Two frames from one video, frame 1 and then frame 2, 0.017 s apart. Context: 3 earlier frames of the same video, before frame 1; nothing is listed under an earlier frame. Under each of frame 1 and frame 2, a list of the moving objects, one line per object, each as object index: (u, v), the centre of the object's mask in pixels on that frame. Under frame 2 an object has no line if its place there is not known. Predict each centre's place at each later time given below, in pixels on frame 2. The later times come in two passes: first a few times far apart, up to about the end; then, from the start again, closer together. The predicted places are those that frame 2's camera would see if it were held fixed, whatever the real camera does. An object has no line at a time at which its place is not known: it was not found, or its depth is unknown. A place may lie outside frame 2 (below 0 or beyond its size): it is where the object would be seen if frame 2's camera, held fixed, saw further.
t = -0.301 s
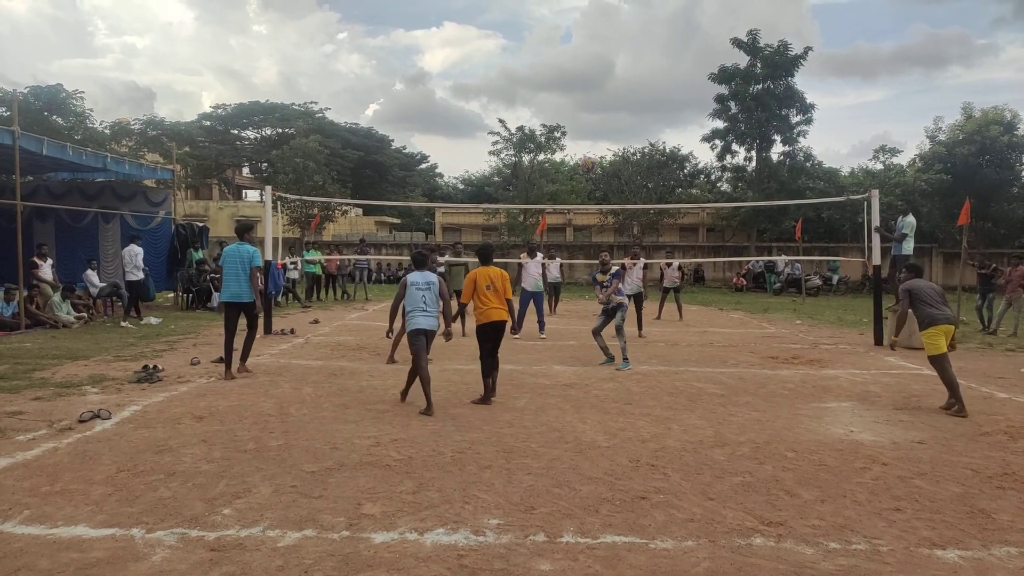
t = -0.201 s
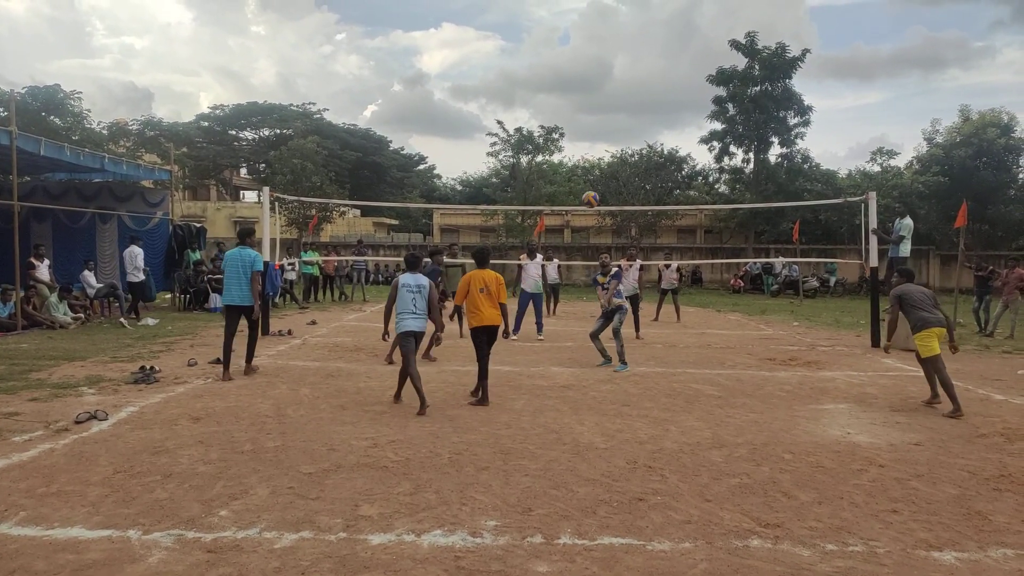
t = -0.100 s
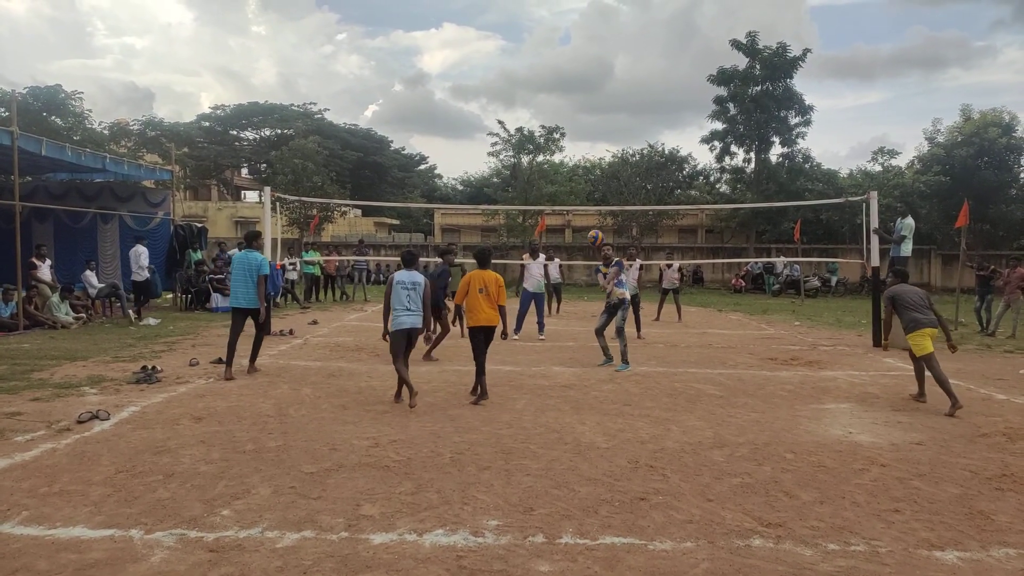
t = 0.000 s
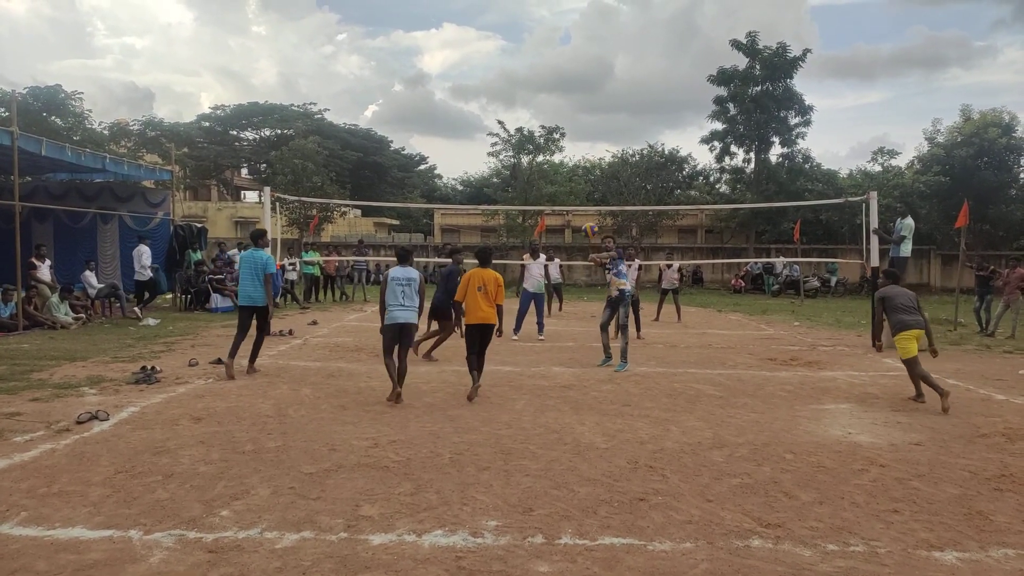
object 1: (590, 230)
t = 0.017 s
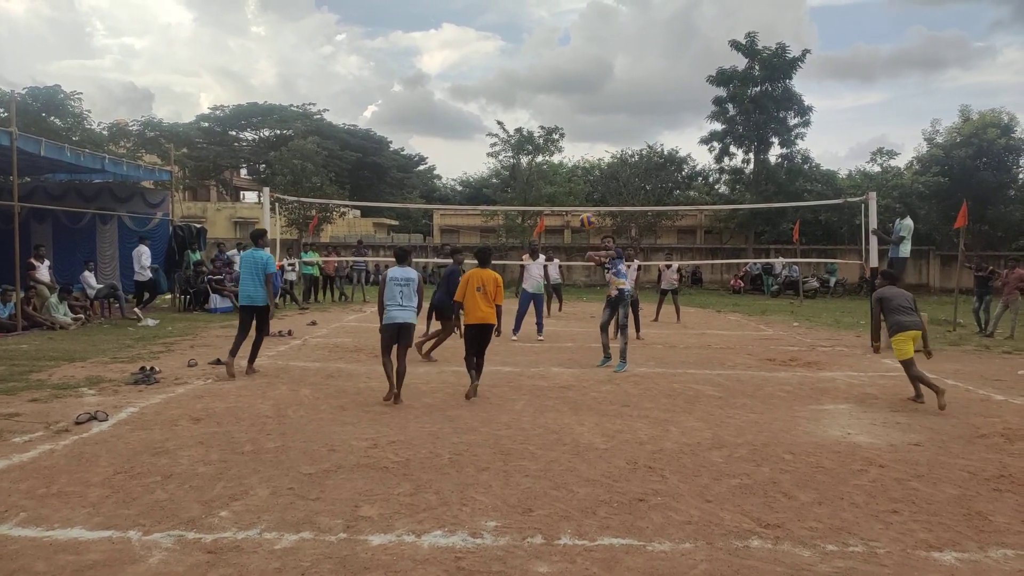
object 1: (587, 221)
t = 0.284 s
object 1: (548, 95)
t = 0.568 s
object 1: (511, 33)
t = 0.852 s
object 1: (477, 31)
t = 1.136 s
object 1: (444, 82)
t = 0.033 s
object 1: (584, 212)
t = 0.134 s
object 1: (571, 161)
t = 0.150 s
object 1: (568, 154)
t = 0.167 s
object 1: (566, 146)
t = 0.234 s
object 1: (557, 119)
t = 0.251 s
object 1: (555, 112)
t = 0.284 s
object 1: (548, 95)
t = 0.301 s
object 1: (546, 89)
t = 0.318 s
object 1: (544, 84)
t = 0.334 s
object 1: (541, 79)
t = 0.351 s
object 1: (539, 74)
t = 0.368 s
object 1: (537, 70)
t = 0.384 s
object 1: (535, 66)
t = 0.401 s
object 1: (533, 62)
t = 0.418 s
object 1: (531, 58)
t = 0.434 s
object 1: (529, 54)
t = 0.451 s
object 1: (526, 51)
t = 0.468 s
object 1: (524, 47)
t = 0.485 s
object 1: (522, 44)
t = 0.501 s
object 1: (520, 42)
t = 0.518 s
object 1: (518, 39)
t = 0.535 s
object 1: (515, 37)
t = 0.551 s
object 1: (513, 35)
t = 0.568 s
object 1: (511, 33)
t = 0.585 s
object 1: (509, 31)
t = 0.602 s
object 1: (507, 29)
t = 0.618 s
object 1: (505, 28)
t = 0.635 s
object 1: (503, 27)
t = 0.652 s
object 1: (501, 26)
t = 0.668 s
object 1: (499, 25)
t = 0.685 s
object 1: (497, 25)
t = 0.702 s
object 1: (495, 24)
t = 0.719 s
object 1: (493, 24)
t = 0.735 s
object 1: (491, 24)
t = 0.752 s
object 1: (489, 25)
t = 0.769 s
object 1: (487, 25)
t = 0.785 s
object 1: (485, 26)
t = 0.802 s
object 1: (483, 27)
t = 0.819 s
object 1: (481, 28)
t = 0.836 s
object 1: (479, 29)
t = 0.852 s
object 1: (477, 31)
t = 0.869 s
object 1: (475, 32)
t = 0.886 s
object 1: (473, 34)
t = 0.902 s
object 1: (471, 36)
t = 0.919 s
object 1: (469, 38)
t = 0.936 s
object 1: (467, 41)
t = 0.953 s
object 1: (465, 43)
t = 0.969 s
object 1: (463, 46)
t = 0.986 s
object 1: (461, 49)
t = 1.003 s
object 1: (459, 52)
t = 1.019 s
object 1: (458, 55)
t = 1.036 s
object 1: (456, 59)
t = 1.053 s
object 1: (454, 62)
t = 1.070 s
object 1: (452, 66)
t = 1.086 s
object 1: (450, 70)
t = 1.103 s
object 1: (448, 74)
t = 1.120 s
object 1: (446, 78)
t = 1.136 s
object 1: (444, 82)
